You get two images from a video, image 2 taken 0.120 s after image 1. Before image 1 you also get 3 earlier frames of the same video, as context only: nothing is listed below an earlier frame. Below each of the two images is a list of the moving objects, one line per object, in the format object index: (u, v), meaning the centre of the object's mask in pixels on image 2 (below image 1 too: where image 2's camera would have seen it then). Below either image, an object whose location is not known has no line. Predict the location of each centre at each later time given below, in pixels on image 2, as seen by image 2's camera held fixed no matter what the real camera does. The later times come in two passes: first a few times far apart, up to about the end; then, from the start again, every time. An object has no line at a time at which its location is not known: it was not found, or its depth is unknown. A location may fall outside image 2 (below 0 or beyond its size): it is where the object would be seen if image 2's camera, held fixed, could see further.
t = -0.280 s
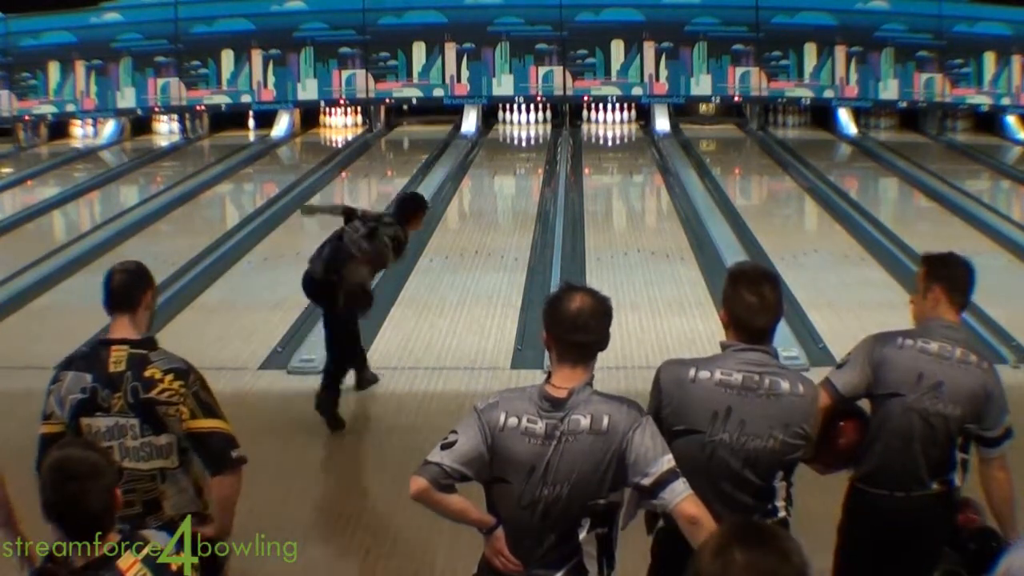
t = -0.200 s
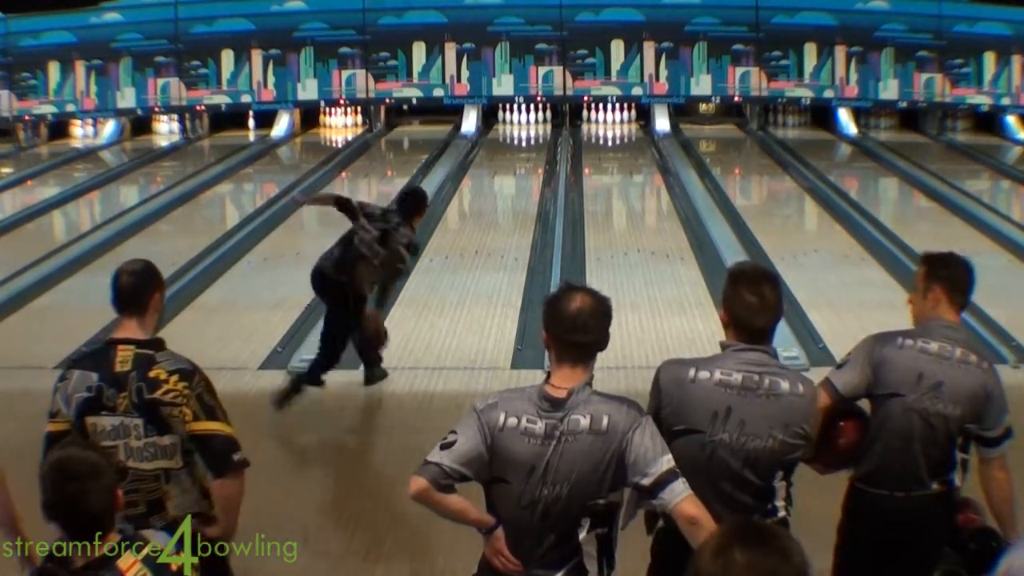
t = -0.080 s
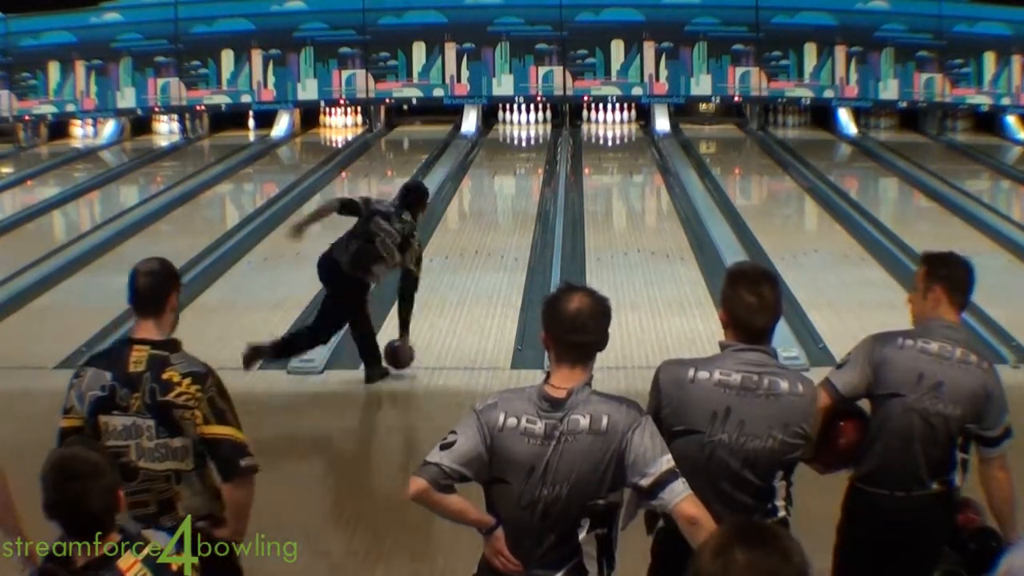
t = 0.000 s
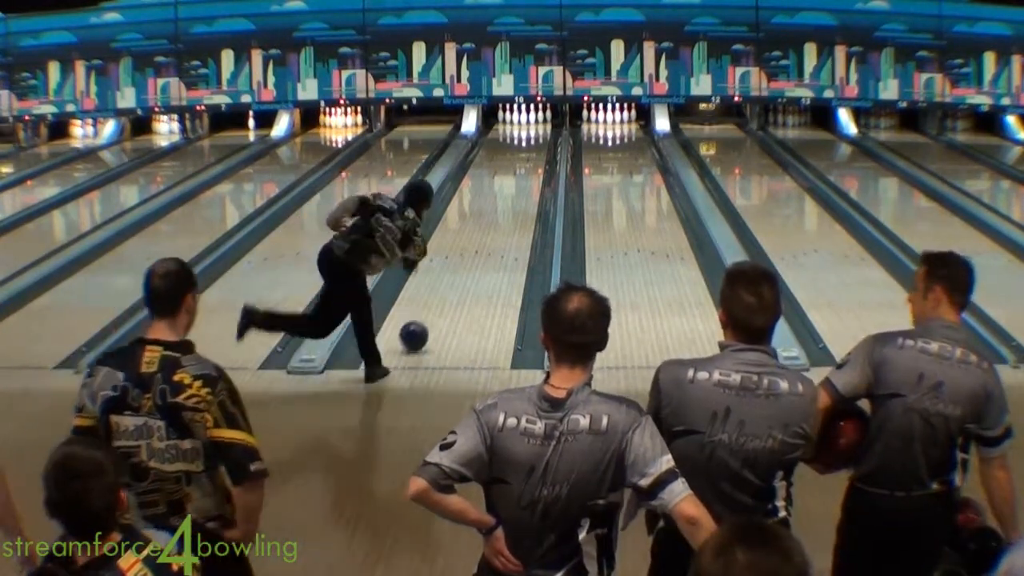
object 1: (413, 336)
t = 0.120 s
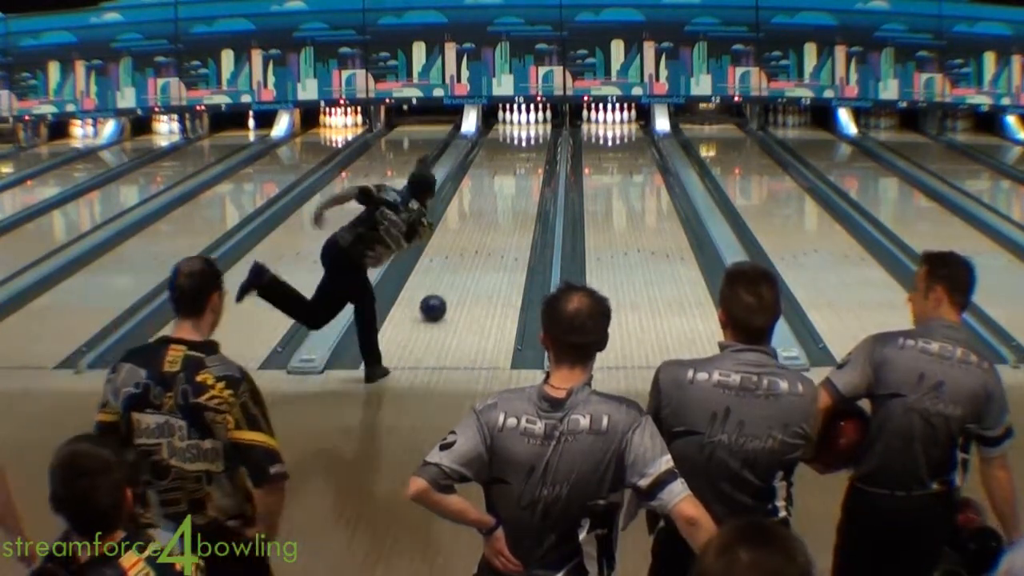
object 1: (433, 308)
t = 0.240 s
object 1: (449, 282)
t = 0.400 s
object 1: (467, 254)
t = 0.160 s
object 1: (438, 299)
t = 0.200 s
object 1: (444, 290)
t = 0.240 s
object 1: (449, 282)
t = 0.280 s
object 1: (454, 274)
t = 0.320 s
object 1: (458, 267)
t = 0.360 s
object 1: (463, 260)
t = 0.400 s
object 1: (467, 254)
